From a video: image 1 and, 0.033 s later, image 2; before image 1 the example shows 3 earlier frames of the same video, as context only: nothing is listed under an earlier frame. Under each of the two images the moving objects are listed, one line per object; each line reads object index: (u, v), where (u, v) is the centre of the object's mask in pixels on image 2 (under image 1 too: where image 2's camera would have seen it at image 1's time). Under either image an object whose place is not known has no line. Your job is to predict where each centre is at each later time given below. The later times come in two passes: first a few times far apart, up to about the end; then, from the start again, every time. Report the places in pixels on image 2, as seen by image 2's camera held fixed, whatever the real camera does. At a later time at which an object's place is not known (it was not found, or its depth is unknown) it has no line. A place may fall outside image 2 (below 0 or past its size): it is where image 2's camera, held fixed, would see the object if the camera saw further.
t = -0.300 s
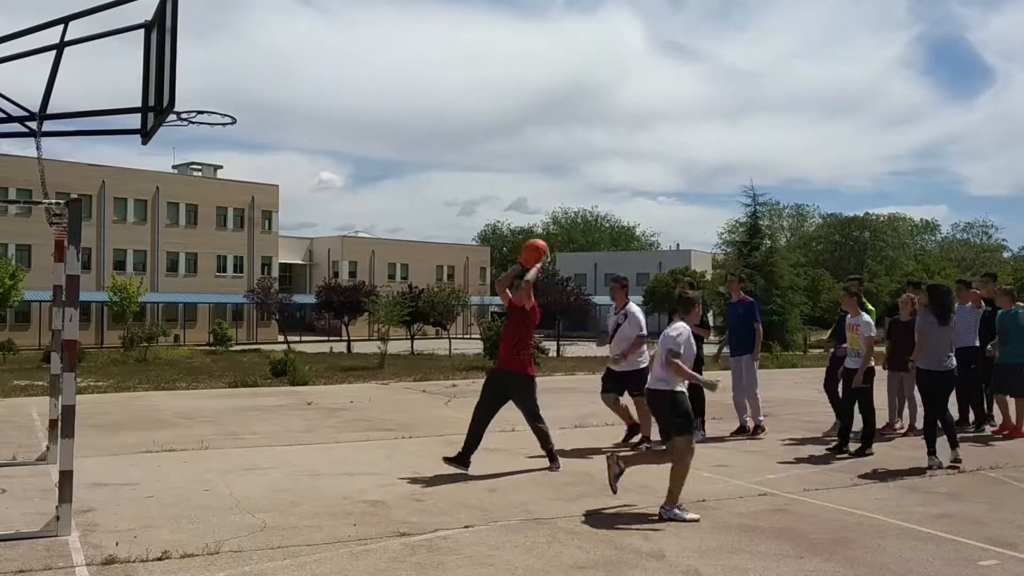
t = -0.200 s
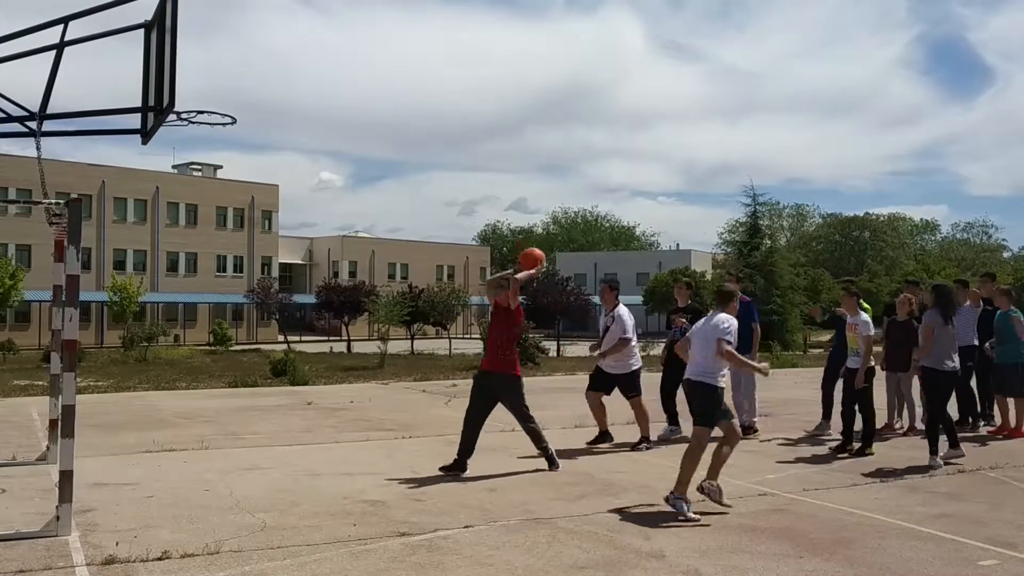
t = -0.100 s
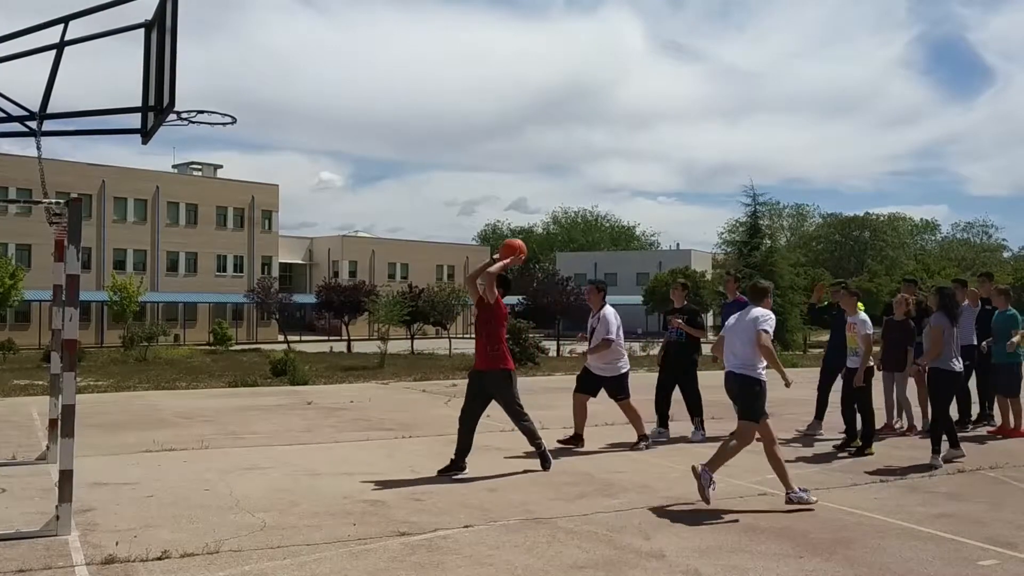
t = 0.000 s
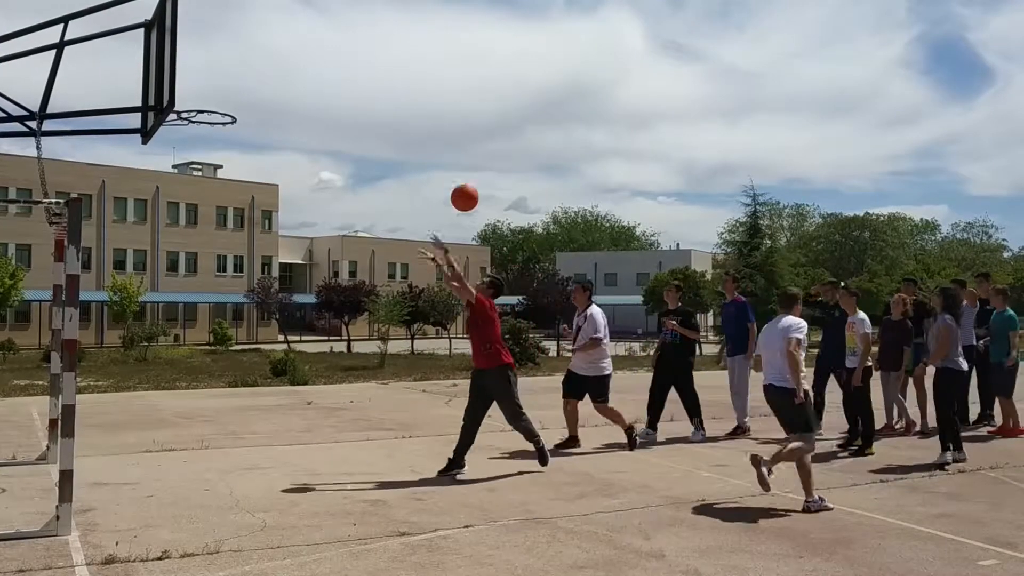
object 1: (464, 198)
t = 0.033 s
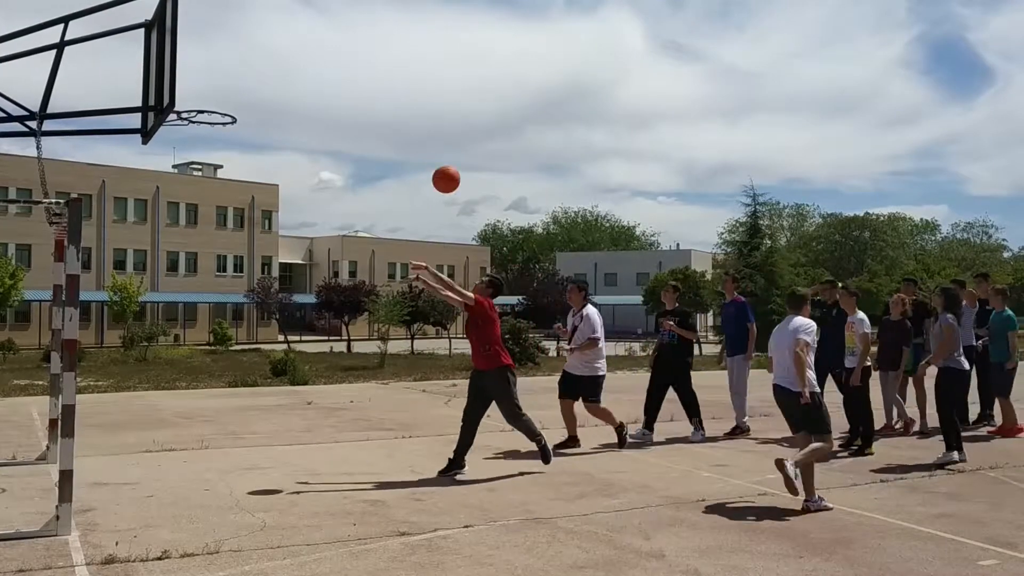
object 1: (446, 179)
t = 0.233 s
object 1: (330, 92)
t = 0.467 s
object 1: (188, 44)
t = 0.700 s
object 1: (285, 110)
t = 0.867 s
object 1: (352, 193)
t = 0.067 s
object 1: (427, 162)
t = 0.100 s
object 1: (408, 146)
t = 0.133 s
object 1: (389, 130)
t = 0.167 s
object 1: (369, 117)
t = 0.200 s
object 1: (349, 104)
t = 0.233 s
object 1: (330, 92)
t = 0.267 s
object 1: (310, 81)
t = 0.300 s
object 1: (289, 72)
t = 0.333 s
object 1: (269, 64)
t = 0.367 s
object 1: (248, 57)
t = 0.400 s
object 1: (227, 52)
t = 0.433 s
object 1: (206, 47)
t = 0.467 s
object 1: (188, 44)
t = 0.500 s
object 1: (199, 50)
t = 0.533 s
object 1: (213, 57)
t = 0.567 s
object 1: (228, 65)
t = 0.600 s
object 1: (243, 74)
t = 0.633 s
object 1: (257, 85)
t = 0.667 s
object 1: (271, 97)
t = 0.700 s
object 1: (285, 110)
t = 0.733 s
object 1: (299, 125)
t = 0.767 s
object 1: (313, 140)
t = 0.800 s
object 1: (326, 157)
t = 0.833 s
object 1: (339, 174)
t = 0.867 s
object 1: (352, 193)
